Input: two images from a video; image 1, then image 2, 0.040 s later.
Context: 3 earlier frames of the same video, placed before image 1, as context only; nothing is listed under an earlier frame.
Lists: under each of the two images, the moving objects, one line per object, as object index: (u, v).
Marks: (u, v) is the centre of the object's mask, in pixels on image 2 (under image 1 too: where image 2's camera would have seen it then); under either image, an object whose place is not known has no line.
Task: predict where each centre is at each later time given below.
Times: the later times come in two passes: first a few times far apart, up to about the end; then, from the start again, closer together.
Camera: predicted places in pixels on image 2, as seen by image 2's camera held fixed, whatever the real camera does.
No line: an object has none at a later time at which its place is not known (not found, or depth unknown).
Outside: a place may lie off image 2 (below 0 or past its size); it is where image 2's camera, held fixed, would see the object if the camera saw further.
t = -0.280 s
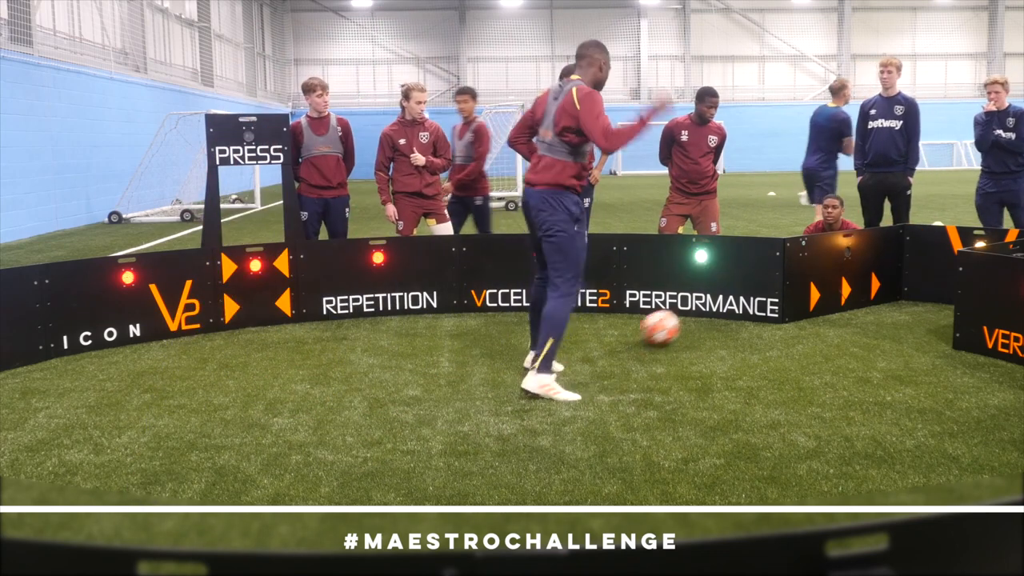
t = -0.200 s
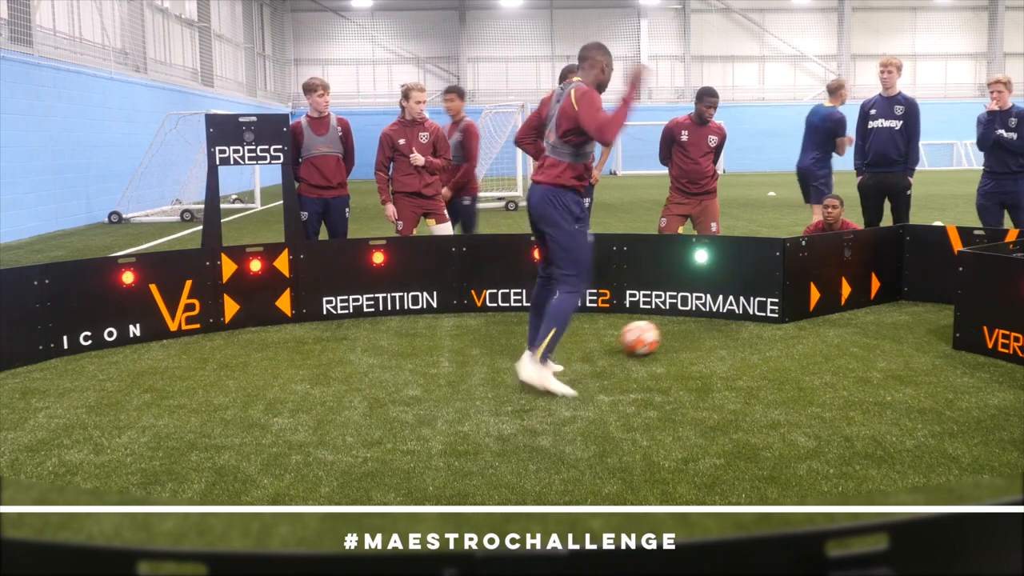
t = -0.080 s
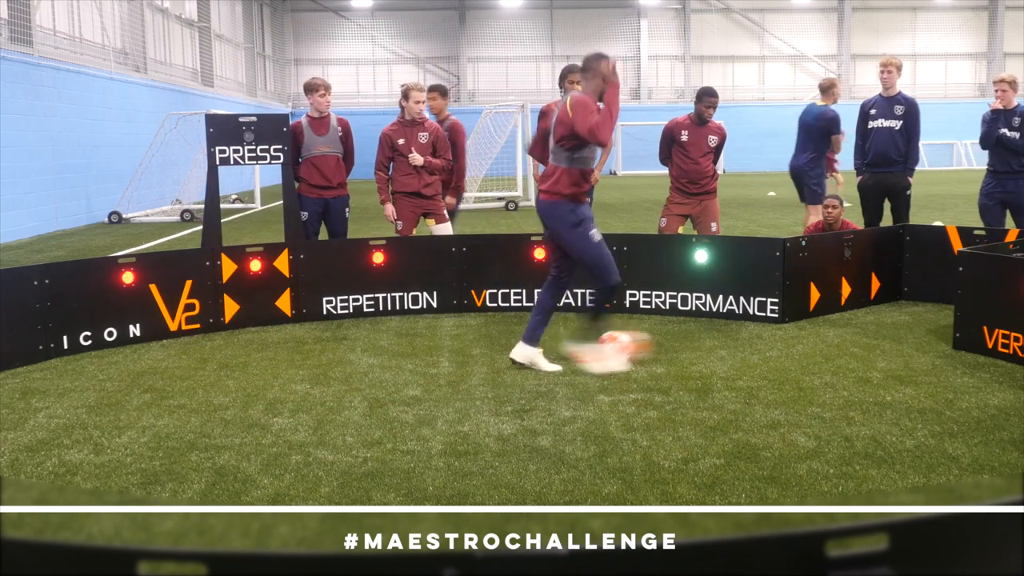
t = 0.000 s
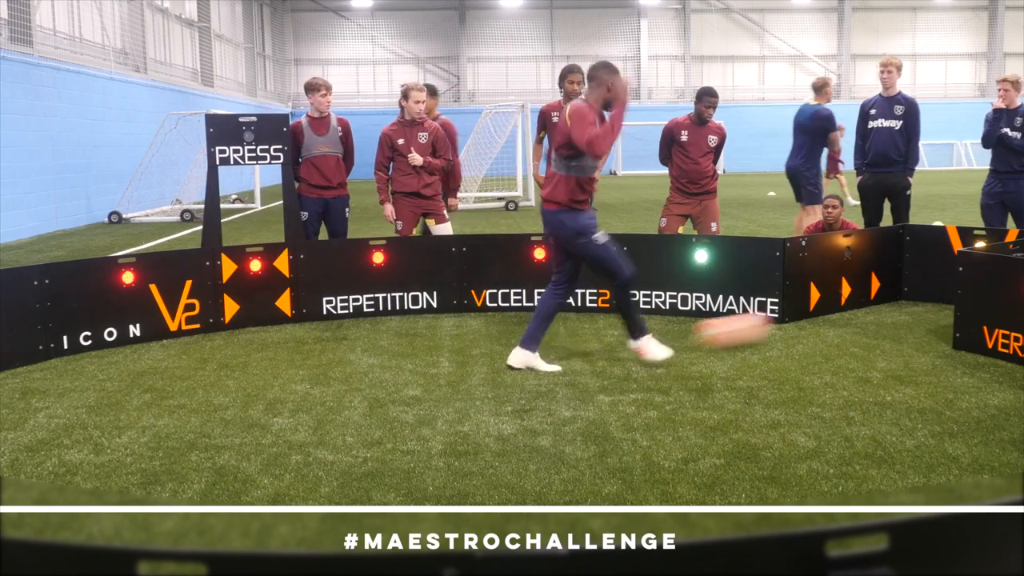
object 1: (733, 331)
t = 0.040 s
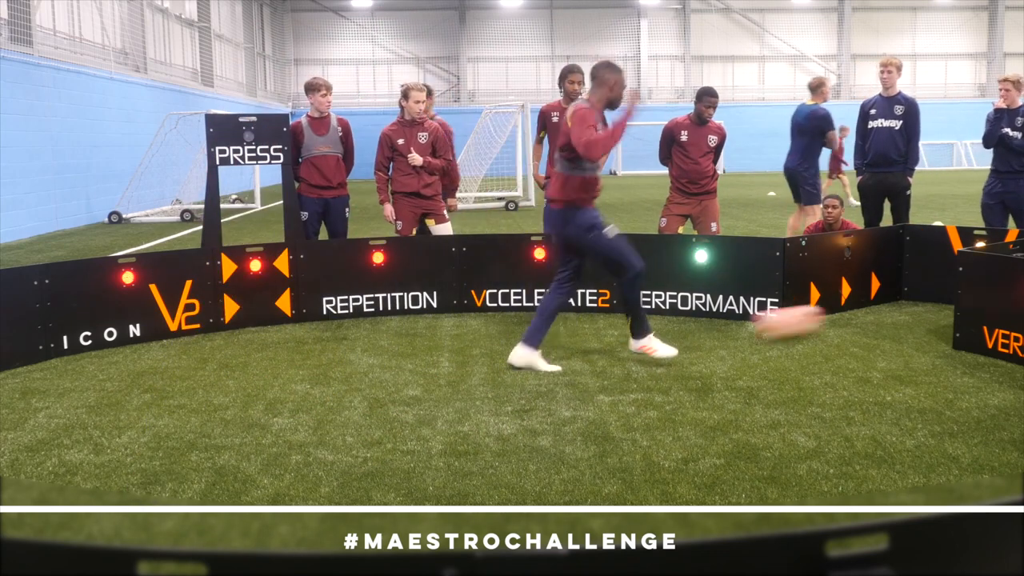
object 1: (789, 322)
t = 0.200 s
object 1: (946, 299)
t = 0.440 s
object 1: (939, 313)
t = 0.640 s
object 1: (889, 334)
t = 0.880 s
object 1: (831, 353)
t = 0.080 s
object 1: (839, 316)
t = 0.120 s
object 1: (885, 311)
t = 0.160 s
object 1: (926, 305)
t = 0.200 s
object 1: (946, 299)
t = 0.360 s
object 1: (949, 310)
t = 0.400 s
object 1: (944, 311)
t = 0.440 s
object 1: (939, 313)
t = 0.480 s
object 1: (930, 318)
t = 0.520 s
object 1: (920, 323)
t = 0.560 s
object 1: (910, 325)
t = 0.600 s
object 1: (900, 329)
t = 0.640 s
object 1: (889, 334)
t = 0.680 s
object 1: (879, 337)
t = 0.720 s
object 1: (869, 340)
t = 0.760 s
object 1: (860, 344)
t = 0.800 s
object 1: (850, 347)
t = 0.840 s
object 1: (840, 350)
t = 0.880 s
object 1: (831, 353)
